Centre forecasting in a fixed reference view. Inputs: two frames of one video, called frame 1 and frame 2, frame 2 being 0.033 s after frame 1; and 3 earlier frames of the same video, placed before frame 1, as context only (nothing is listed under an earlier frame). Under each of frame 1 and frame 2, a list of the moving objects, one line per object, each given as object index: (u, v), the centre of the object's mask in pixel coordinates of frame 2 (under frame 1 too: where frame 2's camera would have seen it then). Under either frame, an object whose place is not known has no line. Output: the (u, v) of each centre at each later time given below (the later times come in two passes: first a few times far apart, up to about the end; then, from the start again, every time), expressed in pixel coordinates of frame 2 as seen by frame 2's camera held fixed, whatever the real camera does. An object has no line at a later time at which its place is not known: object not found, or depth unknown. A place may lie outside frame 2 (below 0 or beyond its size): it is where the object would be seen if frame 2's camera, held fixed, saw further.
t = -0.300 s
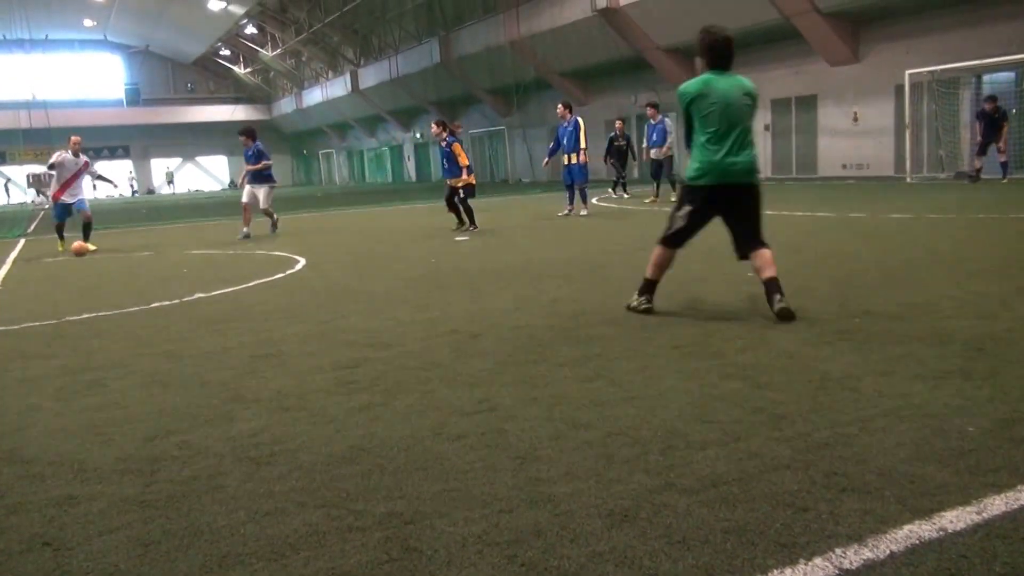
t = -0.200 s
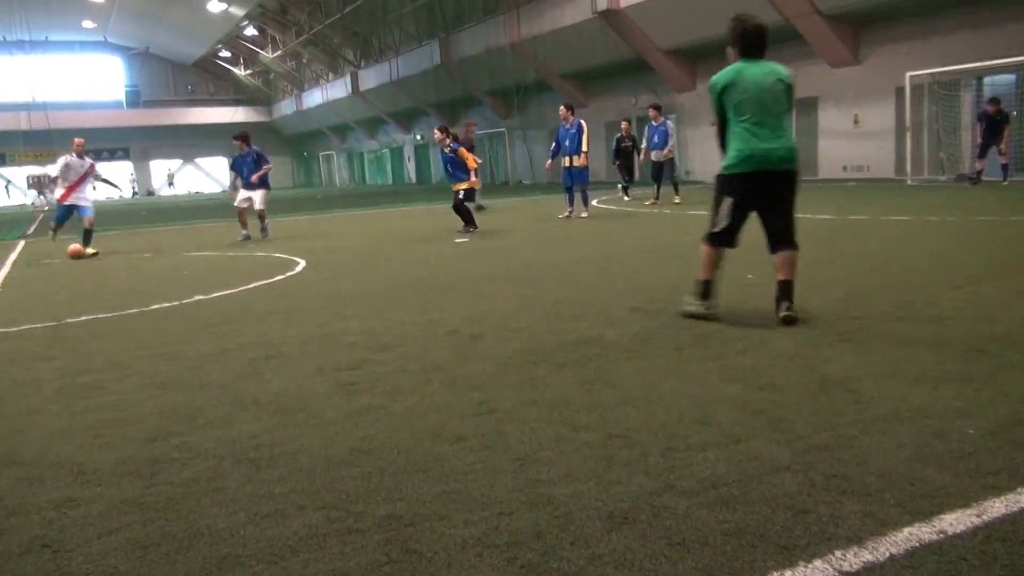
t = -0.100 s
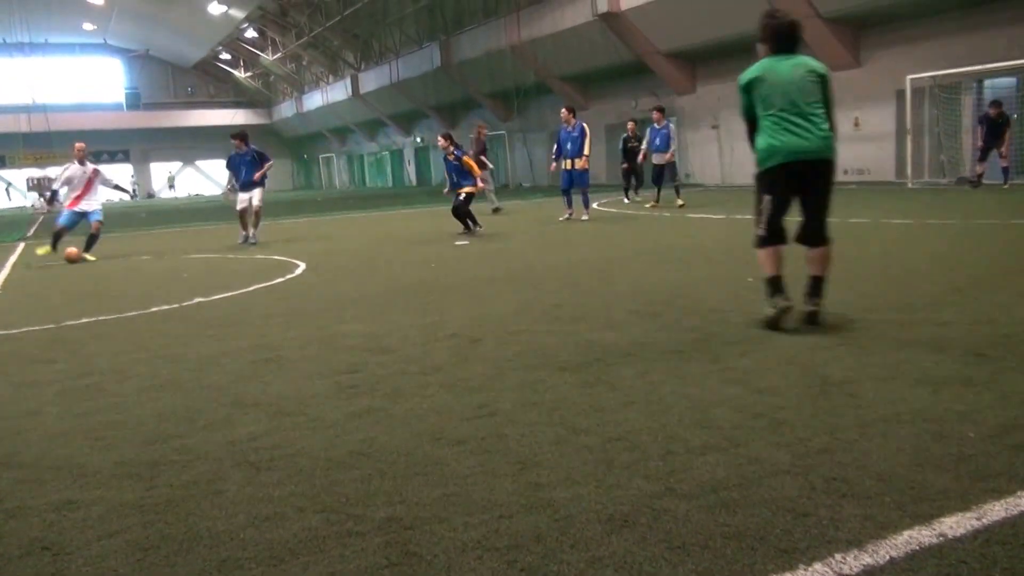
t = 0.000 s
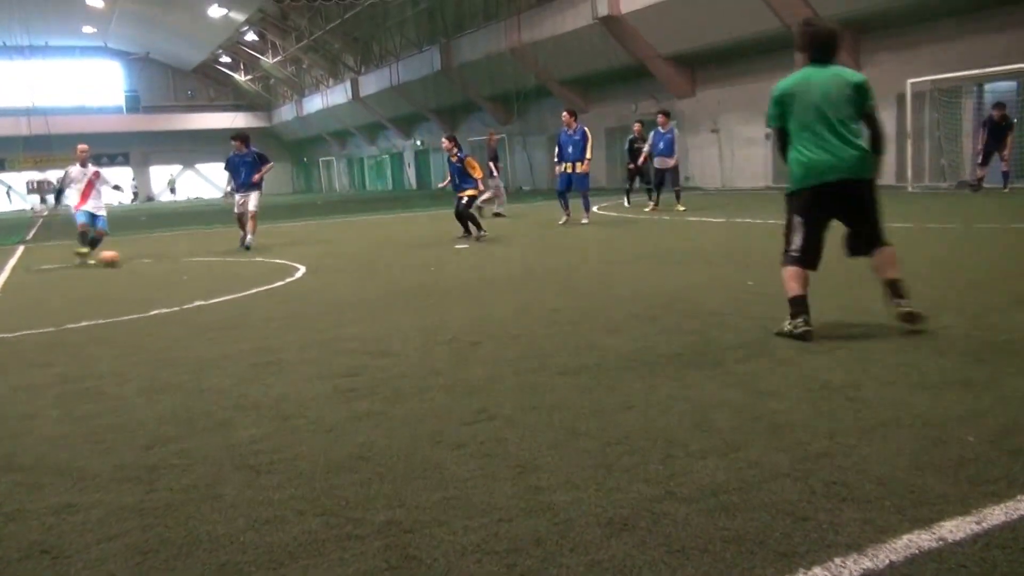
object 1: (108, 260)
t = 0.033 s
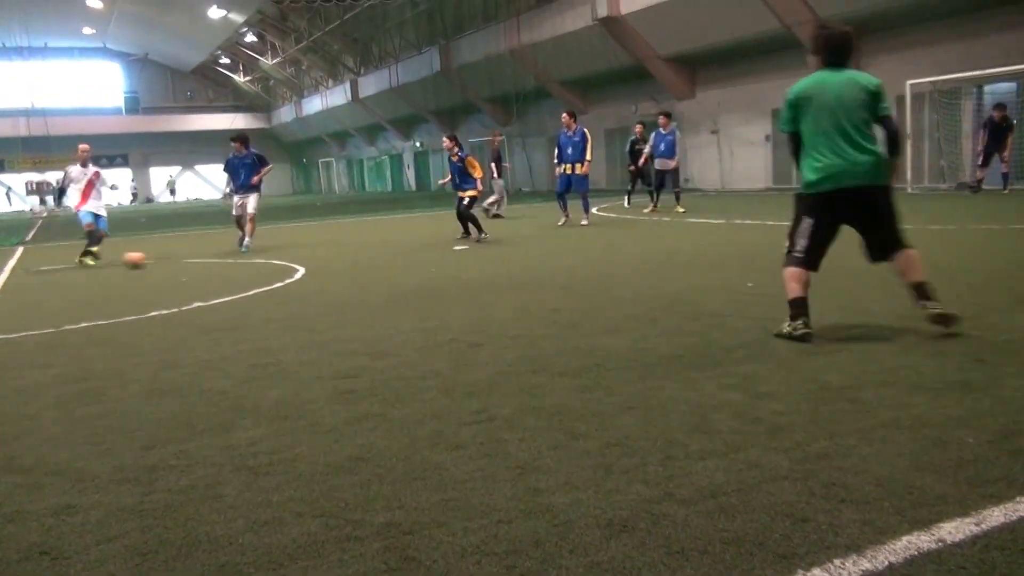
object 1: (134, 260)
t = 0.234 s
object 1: (301, 258)
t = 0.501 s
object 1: (548, 256)
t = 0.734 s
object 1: (781, 248)
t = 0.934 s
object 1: (1012, 249)
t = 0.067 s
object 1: (160, 260)
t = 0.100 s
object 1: (188, 260)
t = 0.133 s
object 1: (216, 260)
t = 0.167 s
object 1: (244, 259)
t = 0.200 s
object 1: (273, 258)
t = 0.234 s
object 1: (301, 258)
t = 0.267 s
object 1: (330, 258)
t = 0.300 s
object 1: (361, 258)
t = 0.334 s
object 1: (390, 258)
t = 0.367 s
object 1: (420, 258)
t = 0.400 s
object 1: (453, 258)
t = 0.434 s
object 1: (483, 258)
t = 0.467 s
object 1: (515, 257)
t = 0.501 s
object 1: (548, 256)
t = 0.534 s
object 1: (580, 256)
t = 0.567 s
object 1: (612, 254)
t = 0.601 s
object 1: (646, 253)
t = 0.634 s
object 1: (679, 254)
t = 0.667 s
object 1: (713, 254)
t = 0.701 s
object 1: (746, 249)
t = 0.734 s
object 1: (781, 248)
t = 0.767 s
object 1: (818, 248)
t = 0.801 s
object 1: (855, 250)
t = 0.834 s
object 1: (893, 253)
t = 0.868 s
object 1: (933, 252)
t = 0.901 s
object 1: (972, 250)
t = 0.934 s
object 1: (1012, 249)
